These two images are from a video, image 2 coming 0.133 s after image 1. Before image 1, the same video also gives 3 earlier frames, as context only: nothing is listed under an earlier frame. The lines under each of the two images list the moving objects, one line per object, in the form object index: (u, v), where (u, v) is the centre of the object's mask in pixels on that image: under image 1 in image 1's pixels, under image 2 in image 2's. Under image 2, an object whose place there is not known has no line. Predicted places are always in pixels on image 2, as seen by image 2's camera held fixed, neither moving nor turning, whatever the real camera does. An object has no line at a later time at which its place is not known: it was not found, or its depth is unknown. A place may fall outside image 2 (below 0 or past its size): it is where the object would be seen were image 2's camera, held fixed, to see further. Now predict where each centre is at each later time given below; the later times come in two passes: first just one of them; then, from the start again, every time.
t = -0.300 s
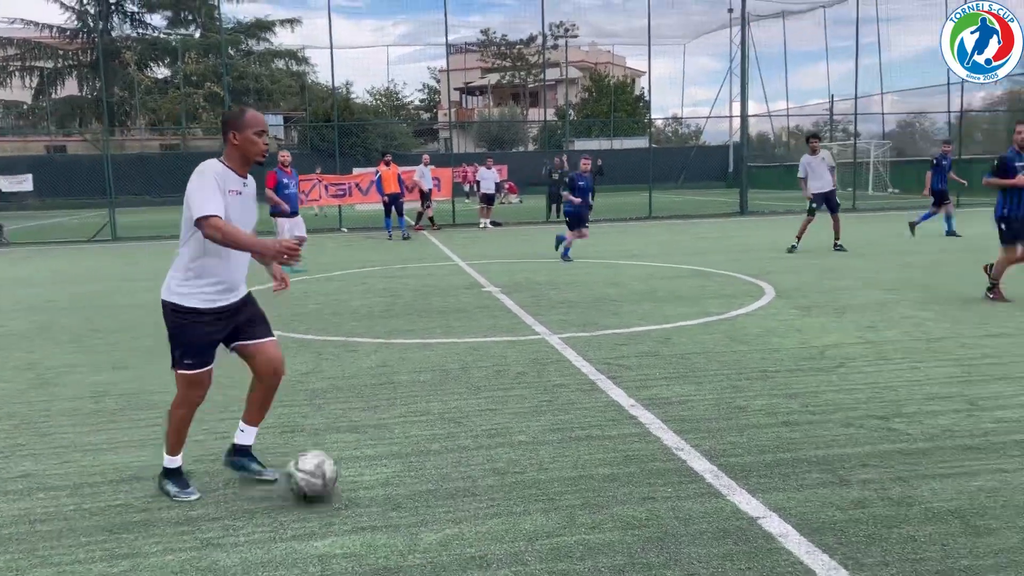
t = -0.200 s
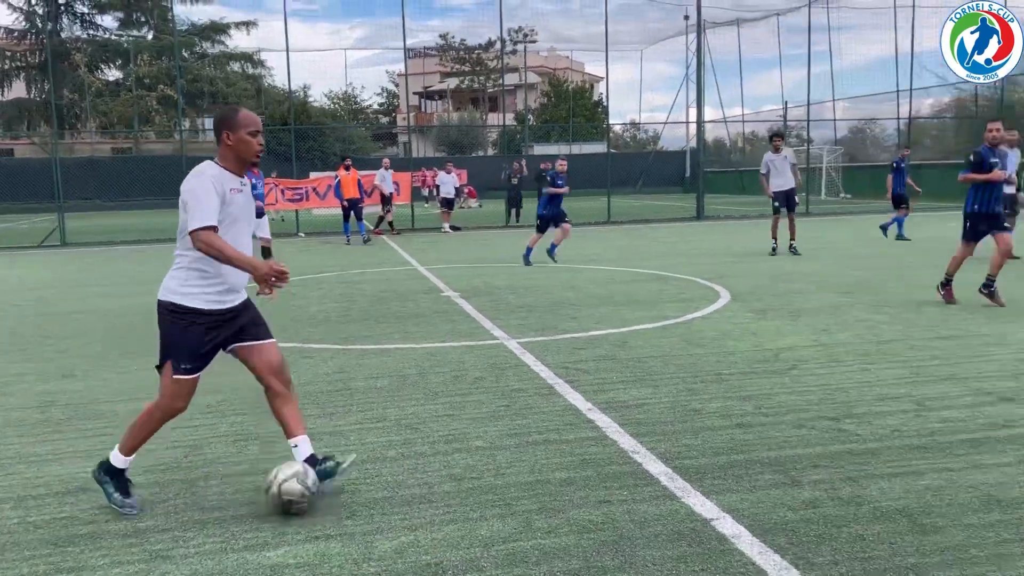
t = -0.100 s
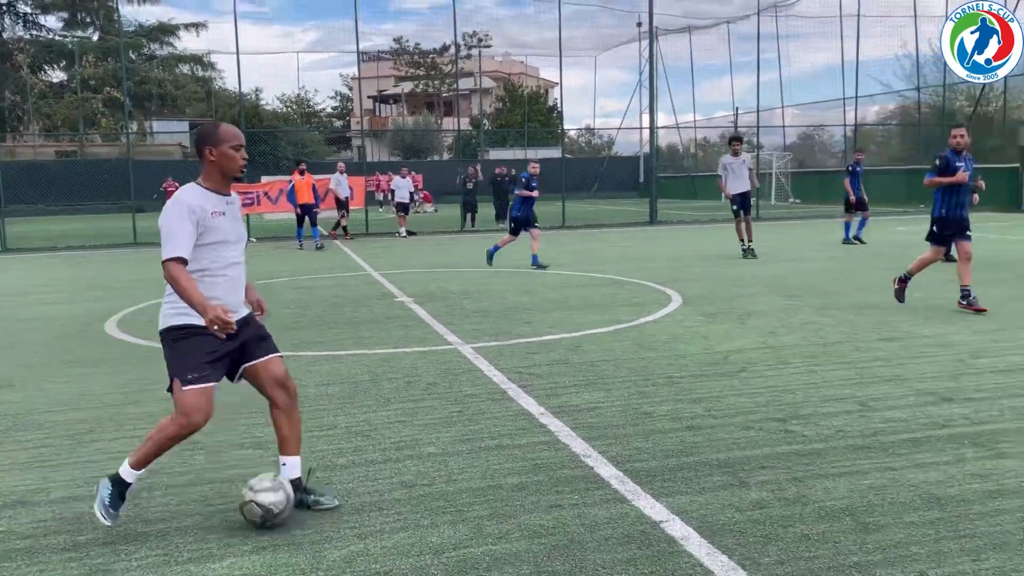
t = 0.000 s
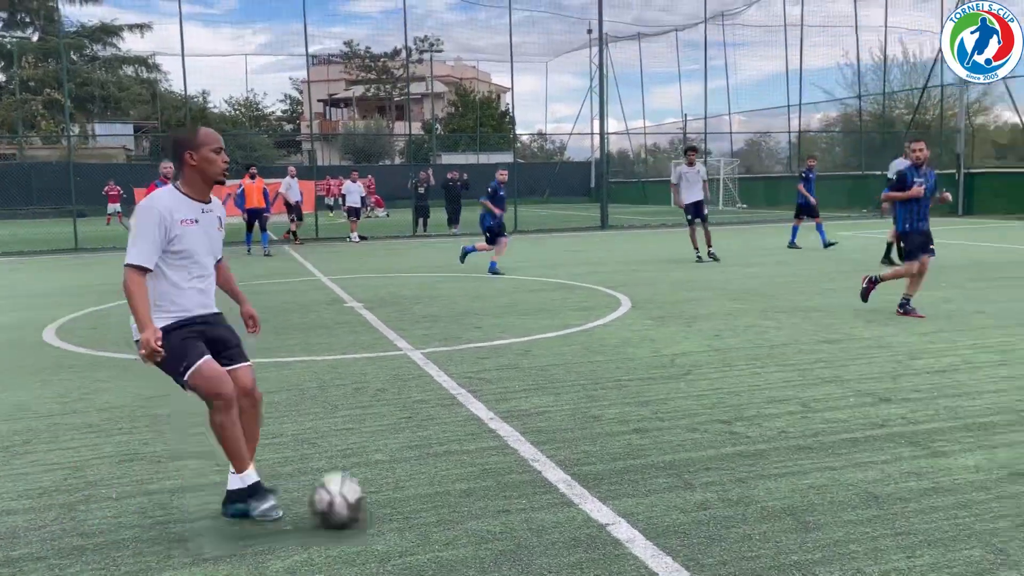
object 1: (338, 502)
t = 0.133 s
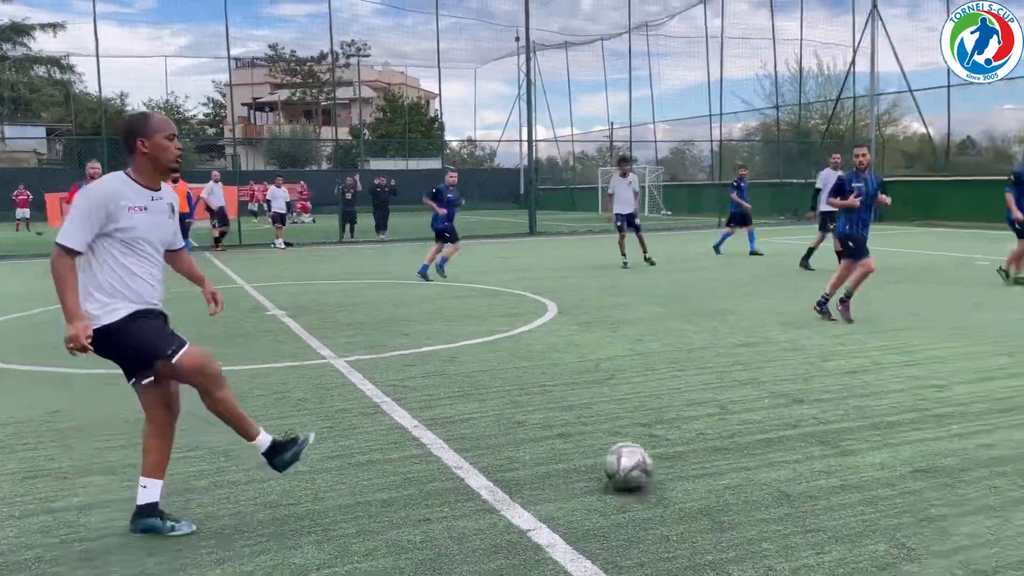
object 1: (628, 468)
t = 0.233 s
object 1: (846, 443)
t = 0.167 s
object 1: (705, 457)
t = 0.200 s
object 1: (777, 450)
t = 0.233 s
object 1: (846, 443)
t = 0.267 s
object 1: (909, 436)
